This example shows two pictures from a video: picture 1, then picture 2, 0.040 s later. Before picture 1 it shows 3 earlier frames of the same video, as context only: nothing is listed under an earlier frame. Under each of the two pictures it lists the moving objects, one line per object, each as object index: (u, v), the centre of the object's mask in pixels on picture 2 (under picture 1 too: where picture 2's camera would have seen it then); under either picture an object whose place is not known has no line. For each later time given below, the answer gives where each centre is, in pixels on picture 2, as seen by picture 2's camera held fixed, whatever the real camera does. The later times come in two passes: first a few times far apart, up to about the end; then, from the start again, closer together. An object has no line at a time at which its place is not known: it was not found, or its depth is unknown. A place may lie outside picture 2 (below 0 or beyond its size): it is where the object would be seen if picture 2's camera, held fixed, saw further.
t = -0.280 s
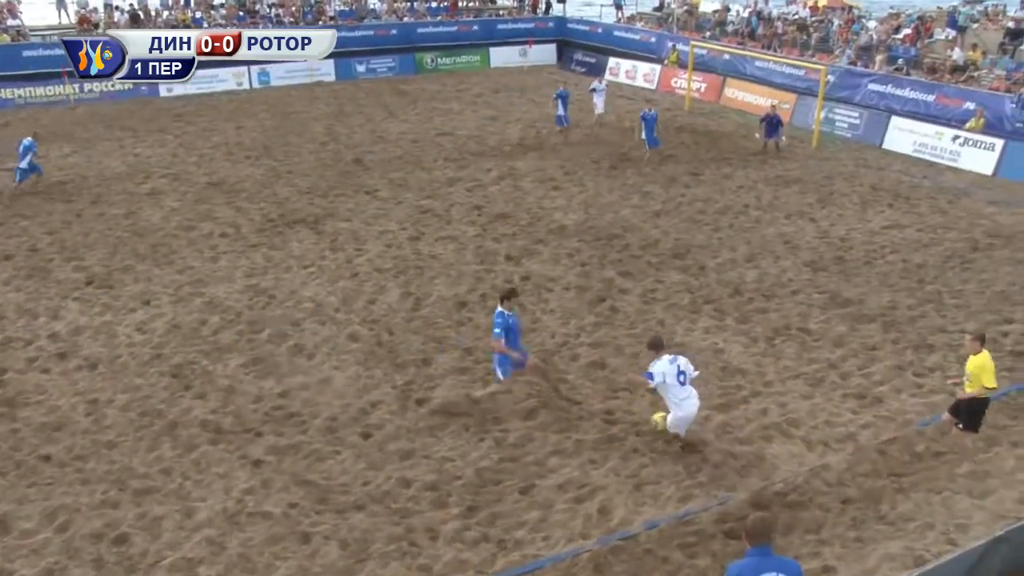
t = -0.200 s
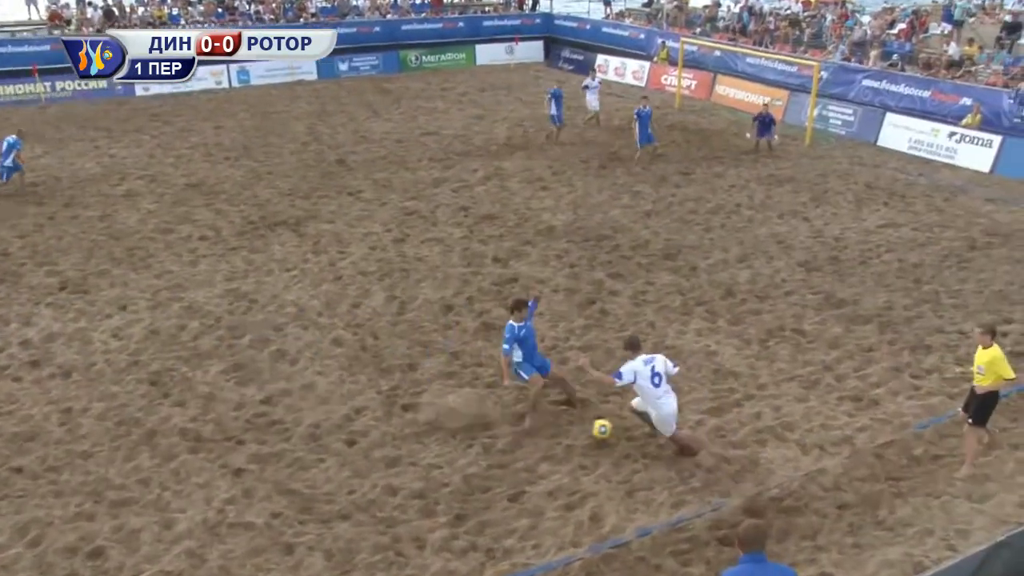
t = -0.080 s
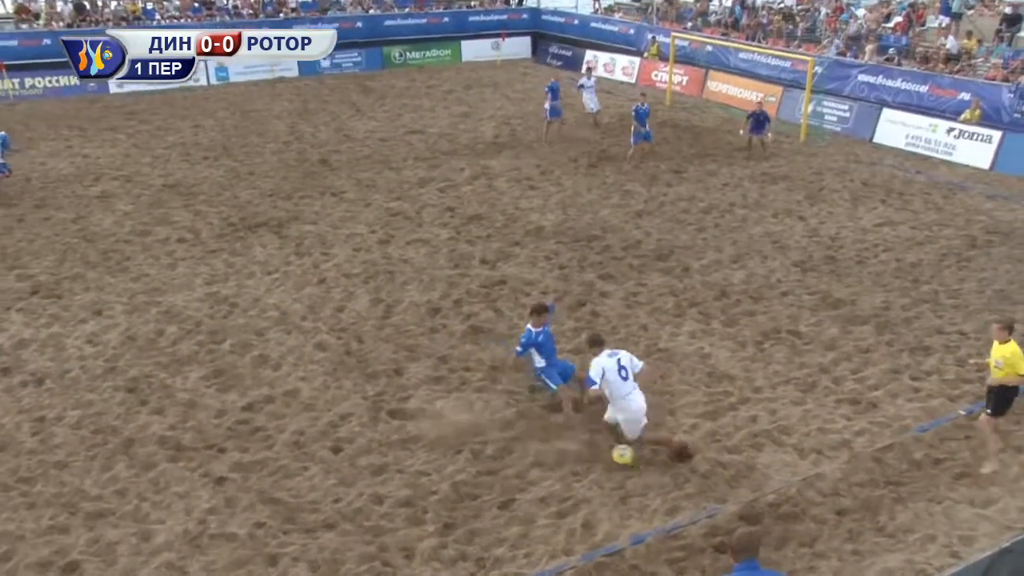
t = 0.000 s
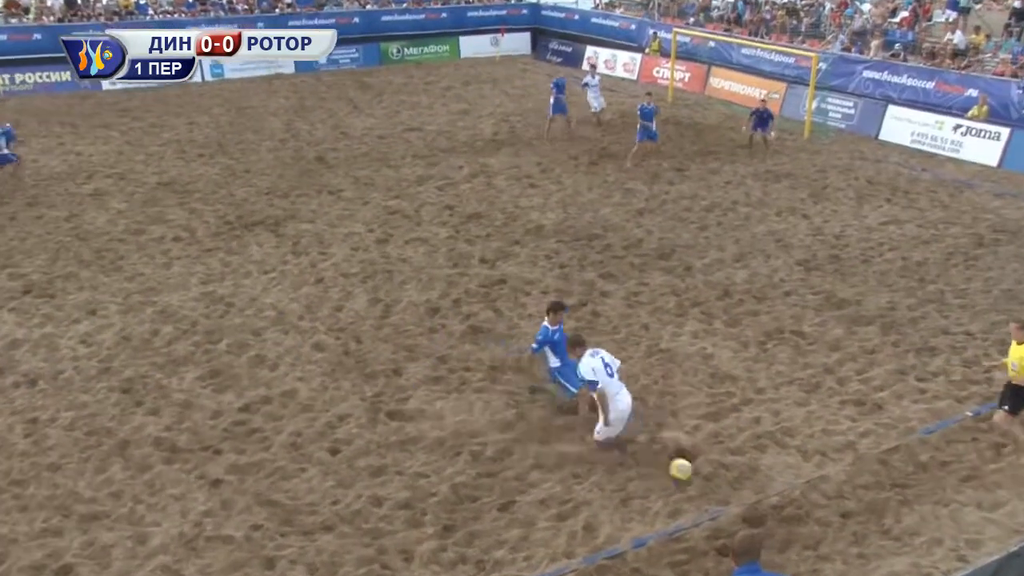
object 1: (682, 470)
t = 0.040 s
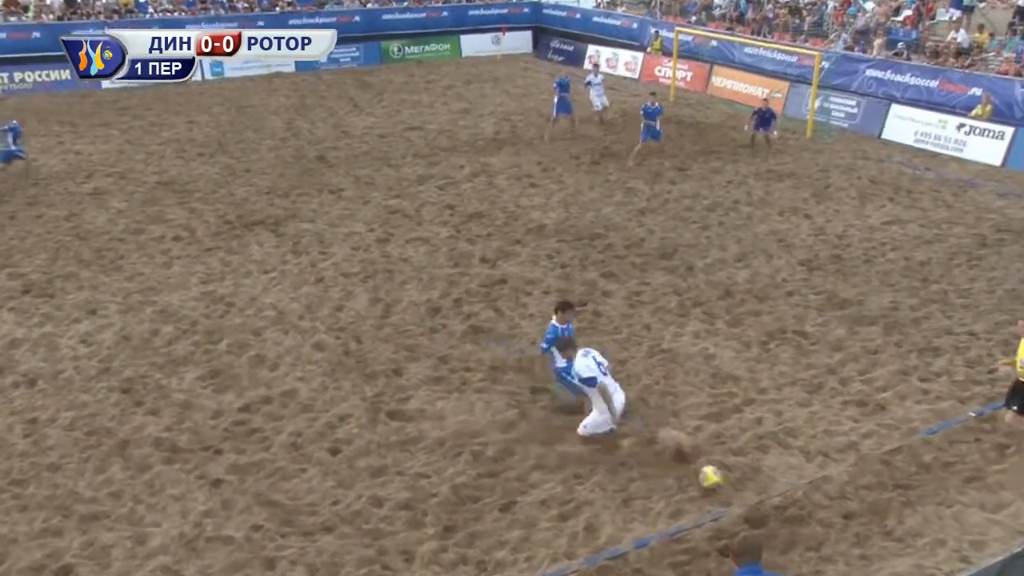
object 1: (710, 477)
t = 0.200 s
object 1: (815, 504)
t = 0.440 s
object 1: (962, 548)
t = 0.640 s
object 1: (1032, 528)
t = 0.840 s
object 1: (1021, 481)
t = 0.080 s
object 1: (739, 487)
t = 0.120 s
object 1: (766, 496)
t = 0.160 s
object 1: (792, 501)
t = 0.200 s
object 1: (815, 504)
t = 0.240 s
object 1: (839, 508)
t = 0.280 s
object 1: (863, 513)
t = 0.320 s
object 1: (886, 519)
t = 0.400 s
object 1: (937, 538)
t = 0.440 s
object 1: (962, 548)
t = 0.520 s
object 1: (1004, 547)
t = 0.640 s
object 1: (1032, 528)
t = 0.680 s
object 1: (1032, 520)
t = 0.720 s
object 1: (1030, 507)
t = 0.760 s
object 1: (1028, 497)
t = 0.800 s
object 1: (1024, 488)
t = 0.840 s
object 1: (1021, 481)
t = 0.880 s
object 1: (1018, 477)
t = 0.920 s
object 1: (1014, 473)
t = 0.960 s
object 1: (1010, 471)
